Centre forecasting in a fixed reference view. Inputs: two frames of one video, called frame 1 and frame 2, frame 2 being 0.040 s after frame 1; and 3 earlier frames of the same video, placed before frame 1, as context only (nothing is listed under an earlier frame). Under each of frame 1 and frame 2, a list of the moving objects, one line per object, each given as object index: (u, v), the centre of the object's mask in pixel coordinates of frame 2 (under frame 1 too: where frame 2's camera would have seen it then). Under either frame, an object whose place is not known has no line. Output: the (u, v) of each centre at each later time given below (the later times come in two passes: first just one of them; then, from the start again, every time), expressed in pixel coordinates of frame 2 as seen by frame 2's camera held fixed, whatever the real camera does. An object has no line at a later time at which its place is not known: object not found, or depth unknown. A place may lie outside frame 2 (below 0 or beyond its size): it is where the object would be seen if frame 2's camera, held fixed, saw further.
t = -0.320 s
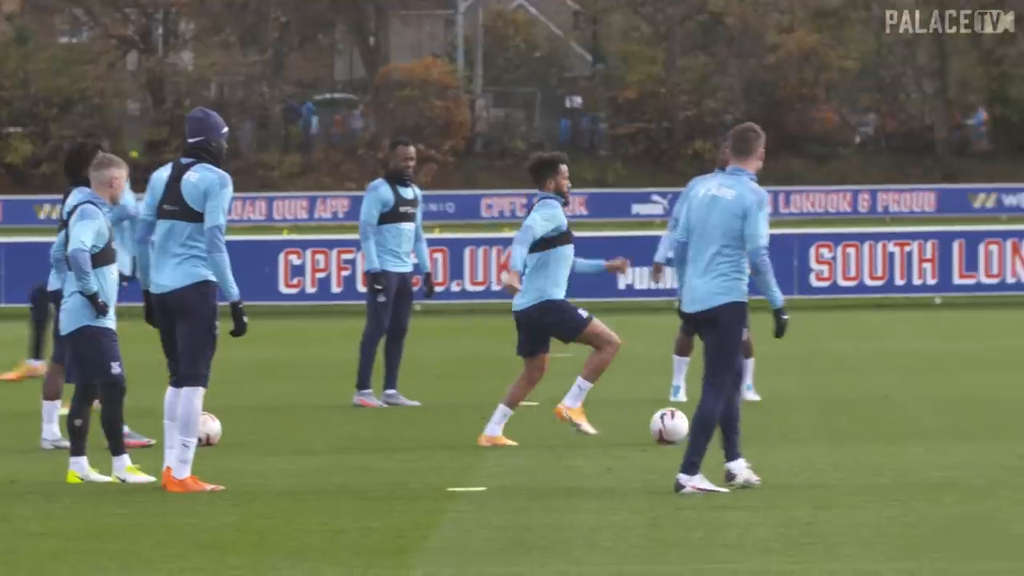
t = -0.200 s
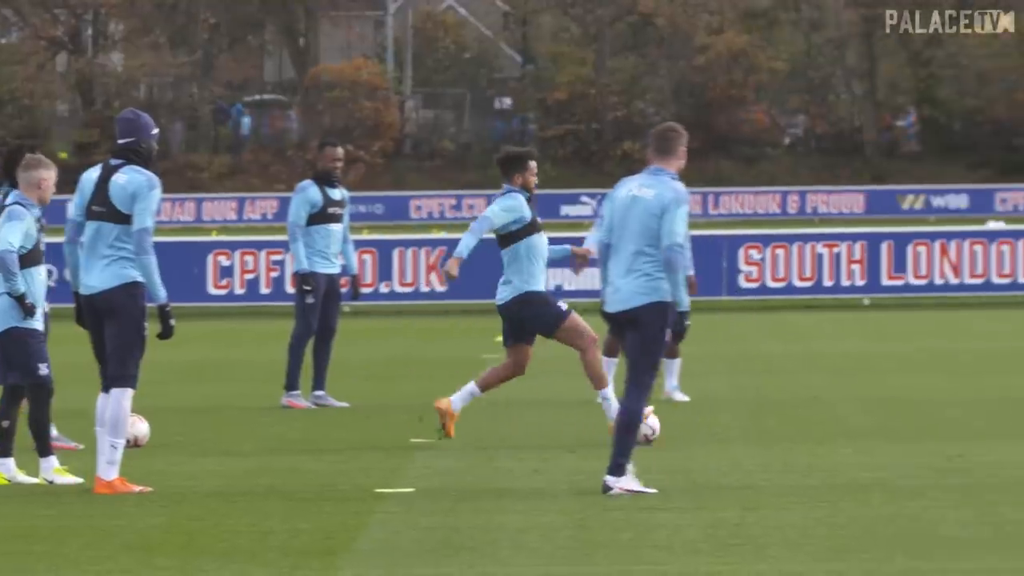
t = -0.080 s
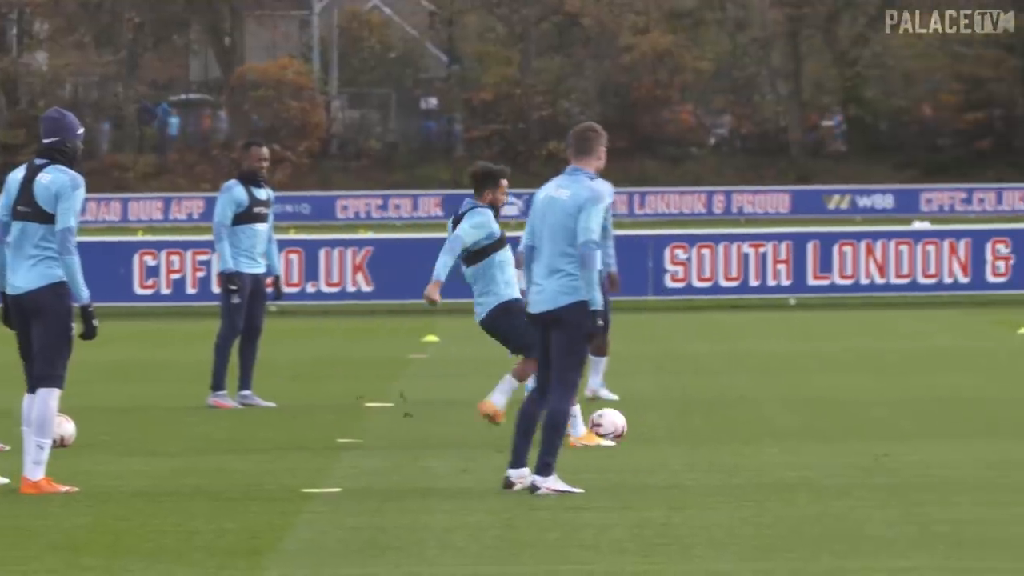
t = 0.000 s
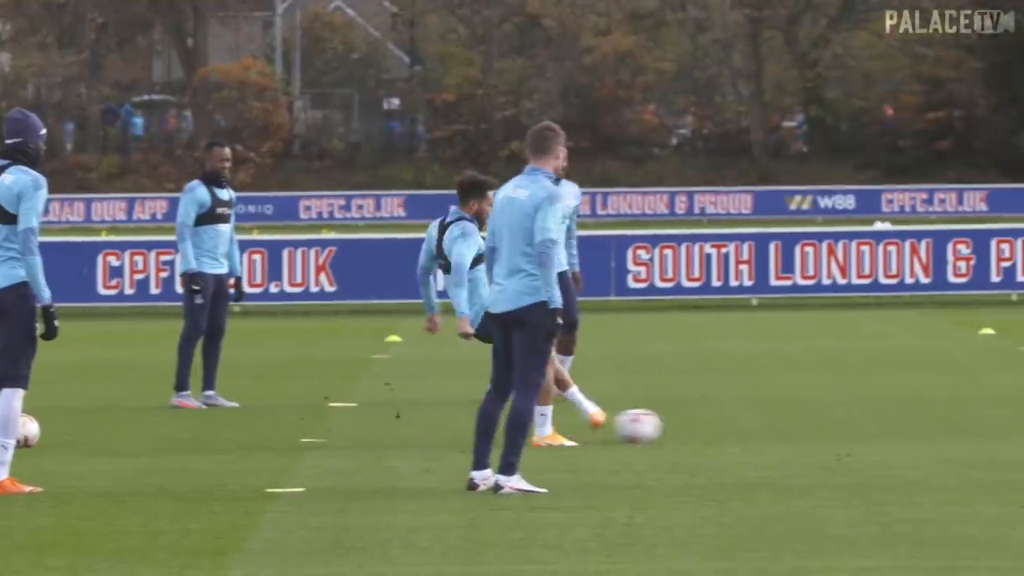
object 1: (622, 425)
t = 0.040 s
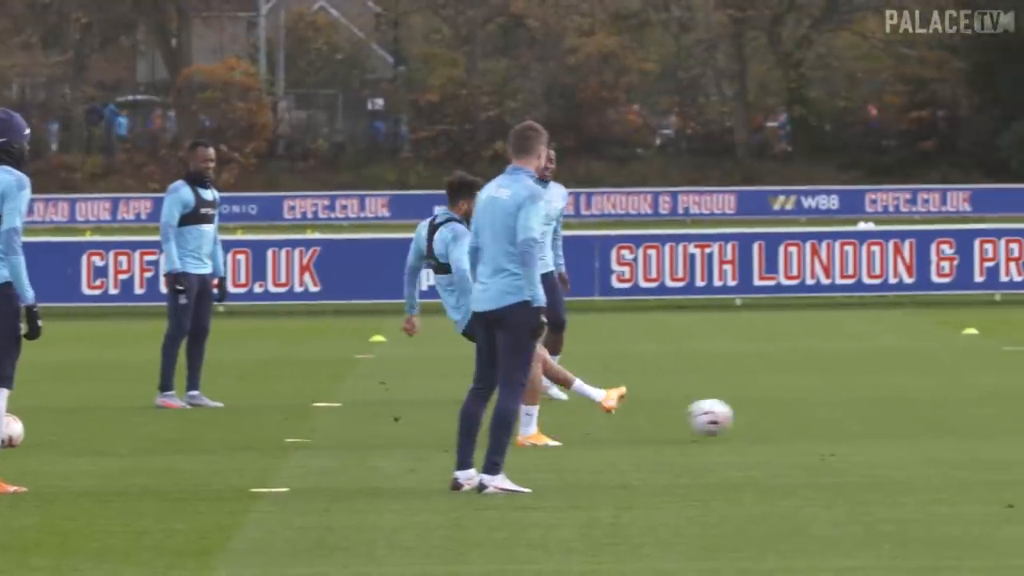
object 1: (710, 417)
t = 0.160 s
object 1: (972, 407)
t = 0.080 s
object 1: (797, 410)
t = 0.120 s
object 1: (884, 406)
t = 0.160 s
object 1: (972, 407)
